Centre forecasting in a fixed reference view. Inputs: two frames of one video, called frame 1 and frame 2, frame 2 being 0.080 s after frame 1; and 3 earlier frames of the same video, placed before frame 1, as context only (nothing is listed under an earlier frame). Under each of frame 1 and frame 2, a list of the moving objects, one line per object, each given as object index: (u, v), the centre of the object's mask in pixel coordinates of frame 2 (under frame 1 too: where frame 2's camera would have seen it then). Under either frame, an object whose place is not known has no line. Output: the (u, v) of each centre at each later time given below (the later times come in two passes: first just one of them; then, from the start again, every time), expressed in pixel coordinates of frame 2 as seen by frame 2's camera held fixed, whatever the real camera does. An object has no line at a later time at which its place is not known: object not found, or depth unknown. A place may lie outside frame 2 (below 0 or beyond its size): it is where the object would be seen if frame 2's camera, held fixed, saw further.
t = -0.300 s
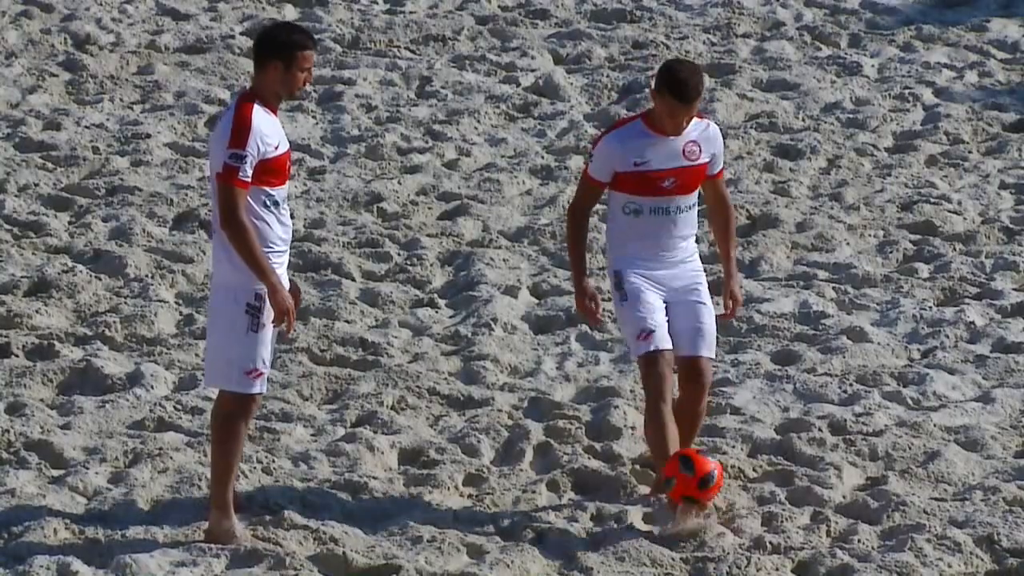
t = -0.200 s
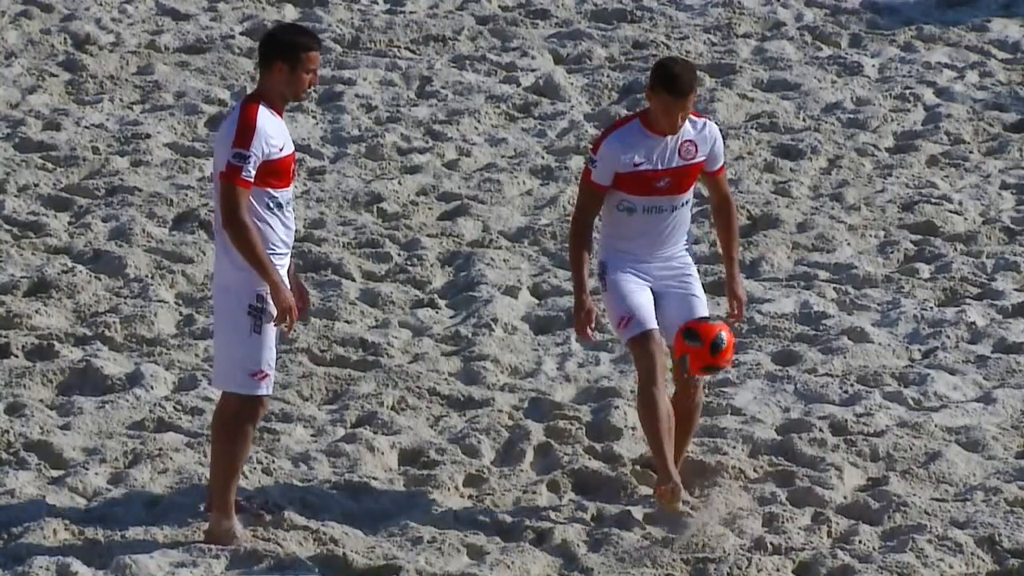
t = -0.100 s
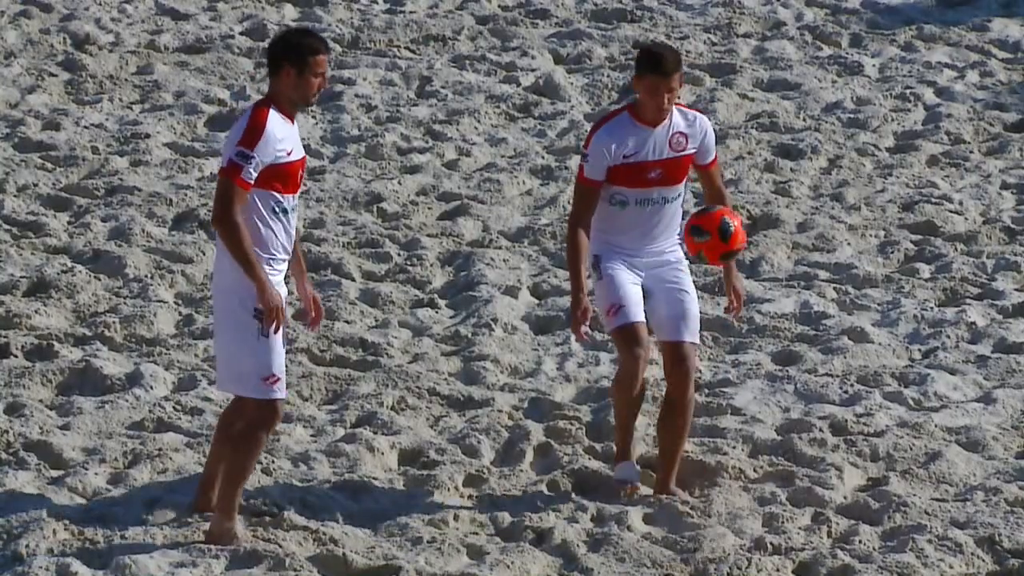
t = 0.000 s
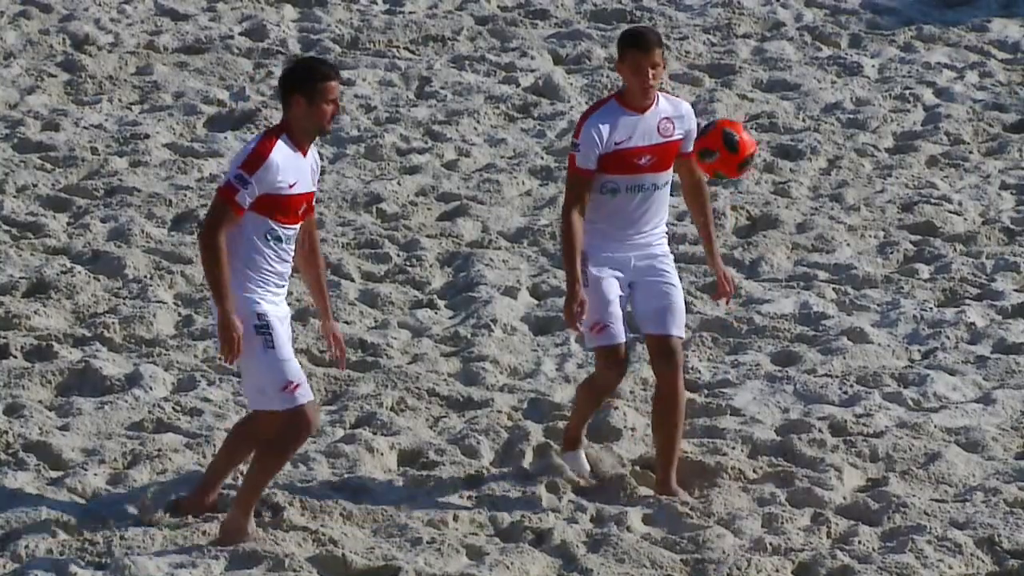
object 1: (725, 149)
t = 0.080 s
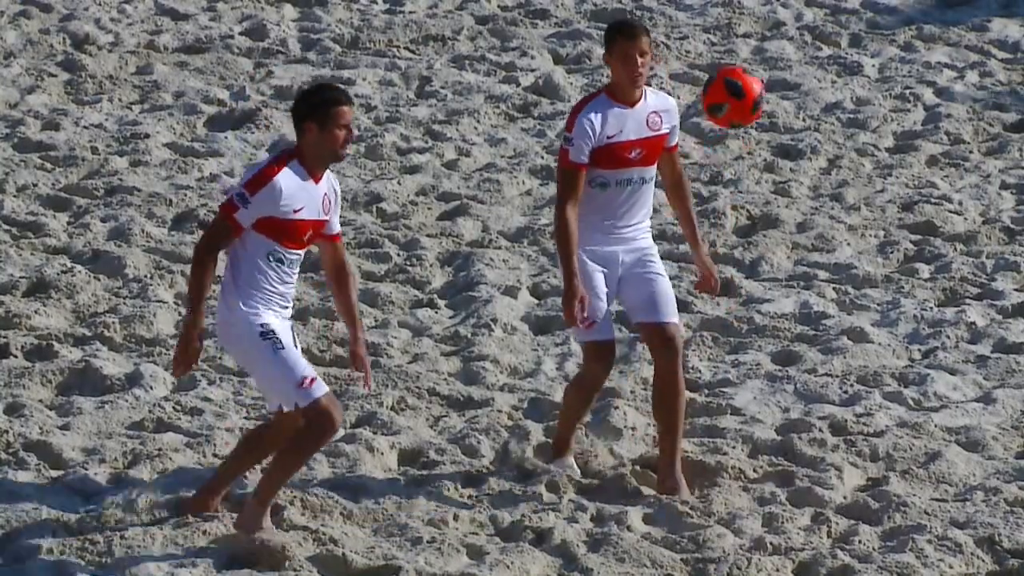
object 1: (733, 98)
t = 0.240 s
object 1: (750, 46)
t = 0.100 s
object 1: (735, 87)
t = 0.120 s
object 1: (736, 78)
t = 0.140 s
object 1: (739, 70)
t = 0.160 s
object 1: (741, 63)
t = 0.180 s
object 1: (742, 58)
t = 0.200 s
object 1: (744, 52)
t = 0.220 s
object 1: (747, 48)
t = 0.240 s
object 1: (750, 46)
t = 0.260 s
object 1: (752, 45)
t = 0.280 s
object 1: (754, 44)
